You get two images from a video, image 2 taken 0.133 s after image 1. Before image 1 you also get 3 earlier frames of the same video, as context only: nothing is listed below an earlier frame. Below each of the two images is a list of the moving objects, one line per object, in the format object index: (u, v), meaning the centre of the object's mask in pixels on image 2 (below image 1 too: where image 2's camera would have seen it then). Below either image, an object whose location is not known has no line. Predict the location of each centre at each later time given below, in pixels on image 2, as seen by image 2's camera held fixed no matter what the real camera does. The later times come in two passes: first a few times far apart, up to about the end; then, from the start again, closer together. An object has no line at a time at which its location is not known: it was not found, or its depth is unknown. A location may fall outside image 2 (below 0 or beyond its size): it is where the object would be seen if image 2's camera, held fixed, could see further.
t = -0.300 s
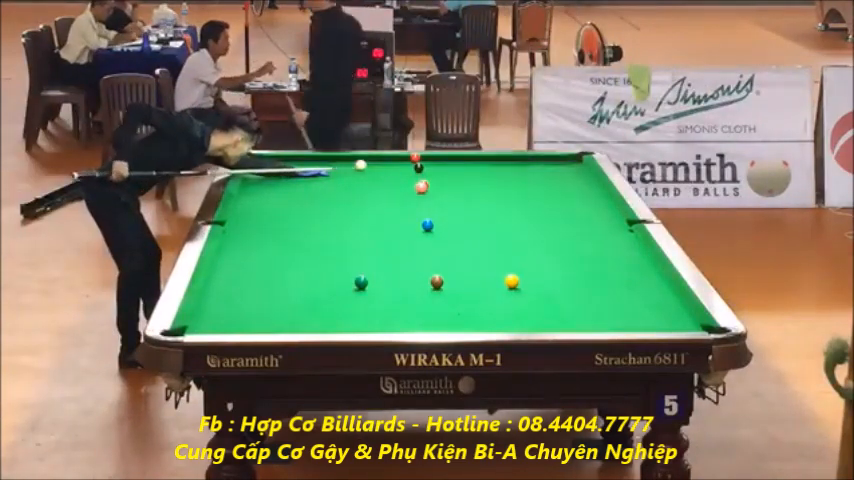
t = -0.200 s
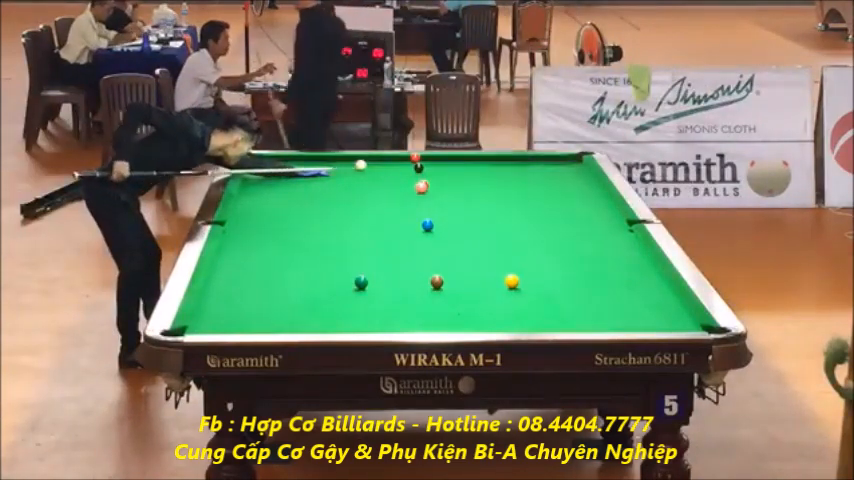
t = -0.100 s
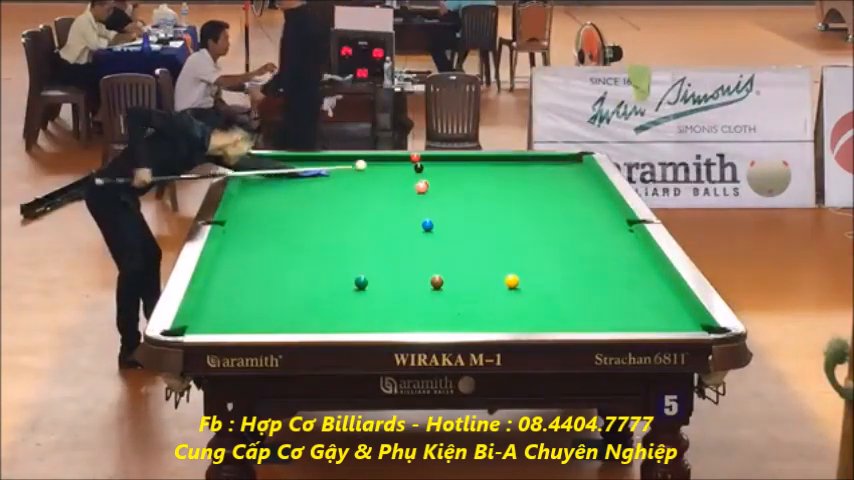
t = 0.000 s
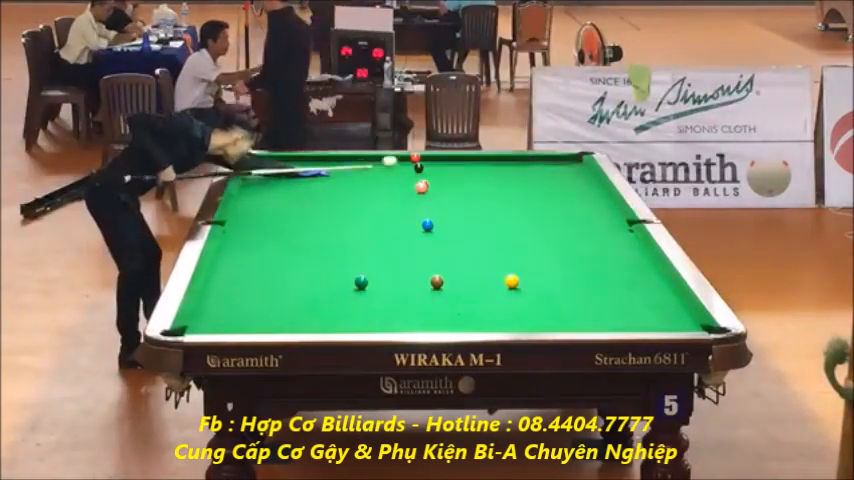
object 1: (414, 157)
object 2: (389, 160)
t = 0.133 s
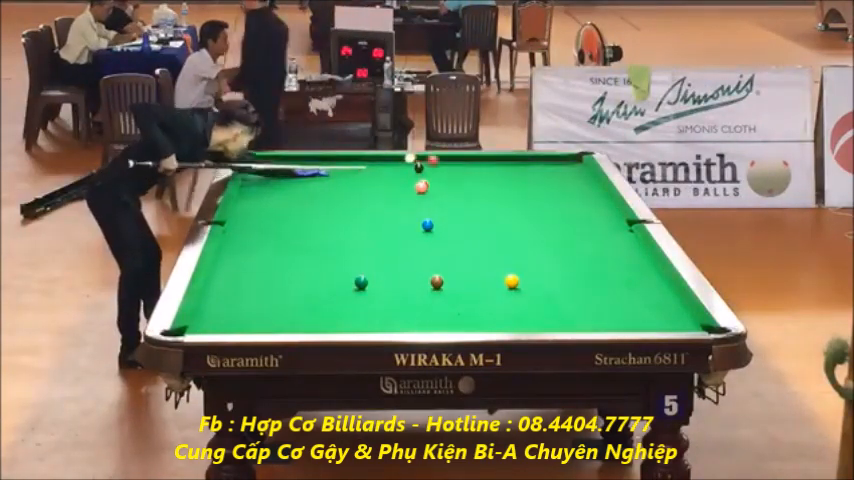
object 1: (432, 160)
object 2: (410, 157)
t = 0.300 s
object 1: (462, 165)
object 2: (413, 158)
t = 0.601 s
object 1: (510, 174)
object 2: (418, 157)
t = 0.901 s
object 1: (558, 184)
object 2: (421, 157)
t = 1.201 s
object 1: (594, 193)
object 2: (422, 157)
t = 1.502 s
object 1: (571, 202)
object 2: (422, 157)
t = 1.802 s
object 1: (548, 210)
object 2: (422, 157)
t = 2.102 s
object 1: (526, 220)
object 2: (422, 157)
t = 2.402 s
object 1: (502, 229)
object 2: (422, 157)
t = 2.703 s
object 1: (479, 238)
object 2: (422, 157)
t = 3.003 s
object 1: (457, 247)
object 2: (422, 157)
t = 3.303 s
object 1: (435, 256)
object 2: (422, 157)
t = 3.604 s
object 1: (412, 265)
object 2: (422, 157)
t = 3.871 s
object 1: (393, 273)
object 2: (422, 157)
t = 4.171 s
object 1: (374, 282)
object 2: (422, 157)
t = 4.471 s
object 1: (375, 288)
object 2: (422, 157)
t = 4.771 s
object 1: (375, 294)
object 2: (422, 157)
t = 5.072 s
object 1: (375, 300)
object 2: (422, 157)
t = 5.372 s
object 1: (376, 304)
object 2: (422, 157)
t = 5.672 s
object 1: (376, 308)
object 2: (422, 157)
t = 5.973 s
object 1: (375, 312)
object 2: (422, 157)
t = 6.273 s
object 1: (376, 314)
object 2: (422, 157)
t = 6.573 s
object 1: (376, 316)
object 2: (422, 157)
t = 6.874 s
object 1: (375, 317)
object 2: (422, 157)
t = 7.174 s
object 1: (375, 318)
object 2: (422, 157)
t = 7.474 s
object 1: (375, 318)
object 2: (422, 157)
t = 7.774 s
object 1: (375, 318)
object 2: (422, 157)
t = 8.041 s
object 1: (375, 318)
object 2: (422, 157)
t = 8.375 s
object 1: (375, 318)
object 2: (422, 157)
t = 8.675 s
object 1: (375, 319)
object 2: (422, 157)
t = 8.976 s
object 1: (375, 319)
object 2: (422, 157)
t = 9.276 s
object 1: (375, 319)
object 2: (422, 157)
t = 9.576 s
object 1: (375, 319)
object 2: (422, 157)
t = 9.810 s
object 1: (375, 319)
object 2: (422, 157)
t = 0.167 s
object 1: (438, 161)
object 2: (410, 158)
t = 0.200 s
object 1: (444, 162)
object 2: (411, 158)
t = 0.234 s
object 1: (451, 164)
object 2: (411, 157)
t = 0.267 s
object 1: (457, 164)
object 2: (412, 157)
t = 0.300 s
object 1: (462, 165)
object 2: (413, 158)
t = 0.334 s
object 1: (467, 166)
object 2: (413, 158)
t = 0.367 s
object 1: (473, 167)
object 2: (414, 158)
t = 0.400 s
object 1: (477, 169)
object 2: (415, 158)
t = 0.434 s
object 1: (483, 169)
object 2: (415, 158)
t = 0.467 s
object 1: (488, 170)
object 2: (416, 157)
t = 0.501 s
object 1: (494, 172)
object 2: (416, 158)
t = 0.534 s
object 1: (499, 173)
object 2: (417, 157)
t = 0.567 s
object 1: (504, 173)
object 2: (417, 157)
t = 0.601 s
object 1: (510, 174)
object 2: (418, 157)
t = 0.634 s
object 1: (515, 175)
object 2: (418, 157)
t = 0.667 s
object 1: (520, 176)
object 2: (419, 157)
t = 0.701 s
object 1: (526, 177)
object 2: (419, 157)
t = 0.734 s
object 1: (531, 179)
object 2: (419, 158)
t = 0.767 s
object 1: (536, 179)
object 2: (420, 157)
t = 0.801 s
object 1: (542, 180)
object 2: (420, 157)
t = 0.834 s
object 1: (547, 181)
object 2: (420, 157)
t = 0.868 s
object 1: (553, 182)
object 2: (421, 157)
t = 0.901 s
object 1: (558, 184)
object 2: (421, 157)
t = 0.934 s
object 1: (564, 185)
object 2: (421, 157)
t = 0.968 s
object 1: (569, 185)
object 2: (421, 157)
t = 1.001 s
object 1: (575, 186)
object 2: (421, 157)
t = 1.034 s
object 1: (580, 188)
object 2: (421, 157)
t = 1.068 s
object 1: (586, 188)
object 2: (421, 157)
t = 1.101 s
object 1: (591, 190)
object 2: (422, 157)
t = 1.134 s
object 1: (597, 191)
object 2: (422, 157)
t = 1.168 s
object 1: (597, 192)
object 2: (422, 157)
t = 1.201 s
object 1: (594, 193)
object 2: (422, 157)
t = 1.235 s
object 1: (591, 193)
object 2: (422, 157)
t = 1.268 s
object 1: (589, 194)
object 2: (422, 157)
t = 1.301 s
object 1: (586, 195)
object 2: (422, 157)
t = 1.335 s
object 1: (584, 197)
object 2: (422, 157)
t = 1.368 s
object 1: (581, 198)
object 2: (422, 157)
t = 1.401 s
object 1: (579, 199)
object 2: (422, 157)
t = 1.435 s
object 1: (576, 200)
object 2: (422, 157)
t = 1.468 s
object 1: (574, 201)
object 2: (422, 157)
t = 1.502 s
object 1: (571, 202)
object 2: (422, 157)
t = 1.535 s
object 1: (569, 202)
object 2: (422, 157)
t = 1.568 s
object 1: (566, 203)
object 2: (422, 157)
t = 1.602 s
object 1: (564, 204)
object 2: (422, 157)
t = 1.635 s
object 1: (561, 205)
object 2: (422, 157)
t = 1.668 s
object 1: (558, 206)
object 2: (422, 157)
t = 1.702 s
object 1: (556, 208)
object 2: (422, 157)
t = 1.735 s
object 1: (554, 208)
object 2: (422, 157)
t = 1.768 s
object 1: (551, 210)
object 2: (422, 157)
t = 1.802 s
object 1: (548, 210)
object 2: (422, 157)
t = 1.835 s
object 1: (546, 212)
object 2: (422, 157)
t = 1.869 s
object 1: (543, 213)
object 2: (422, 157)
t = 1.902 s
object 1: (541, 214)
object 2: (422, 157)
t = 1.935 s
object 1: (538, 215)
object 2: (422, 157)
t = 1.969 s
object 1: (536, 216)
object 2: (422, 157)
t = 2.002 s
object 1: (533, 217)
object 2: (422, 157)
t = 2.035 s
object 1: (531, 217)
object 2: (422, 157)
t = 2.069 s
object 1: (528, 219)
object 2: (422, 157)
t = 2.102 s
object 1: (526, 220)
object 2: (422, 157)
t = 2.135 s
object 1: (523, 221)
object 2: (422, 157)
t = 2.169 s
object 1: (520, 221)
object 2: (422, 157)
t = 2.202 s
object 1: (518, 223)
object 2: (422, 157)
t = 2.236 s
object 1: (515, 223)
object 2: (422, 157)
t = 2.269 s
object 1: (513, 225)
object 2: (422, 157)
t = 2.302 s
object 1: (510, 226)
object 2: (422, 157)
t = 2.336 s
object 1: (507, 227)
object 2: (422, 157)
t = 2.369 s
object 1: (505, 228)
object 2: (422, 157)
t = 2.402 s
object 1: (502, 229)
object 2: (422, 157)
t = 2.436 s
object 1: (500, 230)
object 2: (422, 157)
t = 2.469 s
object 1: (497, 231)
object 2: (422, 157)
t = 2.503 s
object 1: (495, 232)
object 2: (422, 157)
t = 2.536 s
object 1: (492, 233)
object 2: (422, 157)
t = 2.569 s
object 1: (489, 234)
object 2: (422, 157)
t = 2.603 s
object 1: (487, 235)
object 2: (422, 157)
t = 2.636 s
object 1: (484, 236)
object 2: (422, 157)
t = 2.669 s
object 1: (482, 237)
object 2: (422, 157)
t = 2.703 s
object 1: (479, 238)
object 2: (422, 157)
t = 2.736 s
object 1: (477, 239)
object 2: (422, 157)
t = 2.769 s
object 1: (474, 240)
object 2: (422, 157)
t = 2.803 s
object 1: (472, 241)
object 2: (422, 157)
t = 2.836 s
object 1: (469, 242)
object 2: (422, 157)
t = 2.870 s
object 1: (467, 243)
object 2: (422, 157)
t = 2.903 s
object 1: (464, 244)
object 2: (422, 157)
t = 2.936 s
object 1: (462, 245)
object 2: (422, 157)
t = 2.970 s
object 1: (459, 246)
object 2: (422, 157)
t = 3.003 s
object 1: (457, 247)
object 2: (422, 157)
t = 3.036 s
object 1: (454, 248)
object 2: (422, 157)
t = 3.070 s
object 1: (451, 249)
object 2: (422, 157)
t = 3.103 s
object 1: (449, 250)
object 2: (422, 157)
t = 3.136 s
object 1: (446, 251)
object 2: (422, 157)
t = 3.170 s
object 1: (444, 252)
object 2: (422, 157)
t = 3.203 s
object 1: (441, 253)
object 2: (422, 157)
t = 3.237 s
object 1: (439, 254)
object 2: (422, 157)
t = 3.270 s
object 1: (437, 255)
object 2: (422, 157)
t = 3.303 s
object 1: (435, 256)
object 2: (422, 157)
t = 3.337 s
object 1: (432, 257)
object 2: (422, 157)
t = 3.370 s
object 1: (429, 258)
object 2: (422, 157)
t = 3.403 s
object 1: (427, 259)
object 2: (422, 157)
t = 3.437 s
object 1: (424, 260)
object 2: (422, 157)
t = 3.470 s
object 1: (422, 261)
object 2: (422, 157)
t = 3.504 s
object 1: (420, 262)
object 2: (422, 157)
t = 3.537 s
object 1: (417, 263)
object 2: (422, 157)
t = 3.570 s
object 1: (415, 264)
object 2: (422, 157)
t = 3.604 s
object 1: (412, 265)
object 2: (422, 157)
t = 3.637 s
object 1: (410, 266)
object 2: (422, 157)
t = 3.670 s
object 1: (407, 267)
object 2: (422, 157)
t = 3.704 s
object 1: (405, 268)
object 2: (422, 157)
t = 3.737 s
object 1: (402, 269)
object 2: (422, 157)
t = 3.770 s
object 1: (400, 270)
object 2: (422, 157)
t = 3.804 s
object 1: (398, 271)
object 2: (422, 157)
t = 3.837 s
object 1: (395, 272)
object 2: (422, 157)
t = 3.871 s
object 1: (393, 273)
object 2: (422, 157)
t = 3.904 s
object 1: (390, 274)
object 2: (422, 157)
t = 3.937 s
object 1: (388, 275)
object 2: (422, 157)
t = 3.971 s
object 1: (386, 276)
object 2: (422, 157)
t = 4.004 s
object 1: (383, 277)
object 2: (422, 157)
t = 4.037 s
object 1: (381, 278)
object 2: (422, 157)
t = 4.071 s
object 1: (379, 279)
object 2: (422, 157)
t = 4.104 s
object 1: (376, 280)
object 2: (422, 157)
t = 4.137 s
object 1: (374, 281)
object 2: (422, 157)
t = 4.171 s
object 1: (374, 282)
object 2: (422, 157)
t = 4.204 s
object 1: (374, 283)
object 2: (422, 157)
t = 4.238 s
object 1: (374, 283)
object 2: (422, 157)
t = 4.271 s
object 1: (374, 284)
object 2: (422, 157)
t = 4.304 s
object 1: (375, 285)
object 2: (422, 157)
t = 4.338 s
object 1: (375, 285)
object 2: (422, 157)
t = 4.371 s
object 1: (375, 286)
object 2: (422, 157)
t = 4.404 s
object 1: (375, 287)
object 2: (422, 157)
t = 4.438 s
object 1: (375, 288)
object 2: (422, 157)
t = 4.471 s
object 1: (375, 288)
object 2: (422, 157)
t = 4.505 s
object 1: (375, 289)
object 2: (422, 157)
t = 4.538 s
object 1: (375, 290)
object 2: (422, 157)
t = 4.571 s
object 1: (375, 290)
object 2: (422, 157)
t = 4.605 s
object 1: (375, 291)
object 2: (422, 157)
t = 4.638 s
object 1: (375, 292)
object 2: (422, 157)
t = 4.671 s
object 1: (375, 292)
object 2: (422, 157)
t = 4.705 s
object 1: (375, 293)
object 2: (422, 157)
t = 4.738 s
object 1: (375, 293)
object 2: (422, 157)
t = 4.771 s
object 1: (375, 294)
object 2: (422, 157)
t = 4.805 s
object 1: (375, 295)
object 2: (422, 157)
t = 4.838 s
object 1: (375, 295)
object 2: (422, 157)
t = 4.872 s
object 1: (375, 296)
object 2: (422, 157)
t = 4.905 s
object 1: (375, 297)
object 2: (422, 157)
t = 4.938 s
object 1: (375, 297)
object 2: (422, 157)
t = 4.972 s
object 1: (375, 298)
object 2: (422, 157)
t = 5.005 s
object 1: (375, 298)
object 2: (422, 157)
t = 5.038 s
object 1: (375, 299)
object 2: (422, 157)
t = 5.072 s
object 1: (375, 300)
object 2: (422, 157)
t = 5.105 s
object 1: (375, 300)
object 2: (422, 157)
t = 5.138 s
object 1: (375, 301)
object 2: (422, 157)
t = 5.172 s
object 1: (375, 301)
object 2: (422, 157)
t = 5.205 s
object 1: (376, 302)
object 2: (422, 157)
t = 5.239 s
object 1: (375, 302)
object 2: (422, 157)
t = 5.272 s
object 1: (376, 303)
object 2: (422, 157)
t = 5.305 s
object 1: (376, 303)
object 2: (422, 157)
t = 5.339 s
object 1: (375, 304)
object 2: (422, 157)
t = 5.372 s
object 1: (376, 304)
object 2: (422, 157)
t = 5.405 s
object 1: (376, 305)
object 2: (422, 157)
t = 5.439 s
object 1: (376, 305)
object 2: (422, 157)
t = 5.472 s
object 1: (376, 306)
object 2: (422, 157)
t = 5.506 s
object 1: (376, 306)
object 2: (422, 157)
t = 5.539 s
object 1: (376, 307)
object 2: (422, 157)
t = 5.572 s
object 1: (376, 307)
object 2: (422, 157)
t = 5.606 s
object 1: (376, 308)
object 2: (422, 157)
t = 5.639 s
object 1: (376, 308)
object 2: (422, 157)
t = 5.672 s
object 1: (376, 308)
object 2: (422, 157)
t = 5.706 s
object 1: (376, 309)
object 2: (422, 157)
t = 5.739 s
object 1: (376, 309)
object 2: (422, 157)
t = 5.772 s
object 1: (376, 310)
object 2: (422, 157)
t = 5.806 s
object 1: (376, 310)
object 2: (422, 157)
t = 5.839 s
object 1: (376, 310)
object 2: (422, 157)
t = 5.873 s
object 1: (375, 311)
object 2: (422, 157)
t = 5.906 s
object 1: (375, 311)
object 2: (422, 157)
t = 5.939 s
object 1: (375, 311)
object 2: (422, 157)
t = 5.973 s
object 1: (375, 312)
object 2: (422, 157)
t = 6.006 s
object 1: (376, 312)
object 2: (422, 157)
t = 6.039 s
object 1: (376, 312)
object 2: (422, 157)
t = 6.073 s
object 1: (376, 313)
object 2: (422, 157)
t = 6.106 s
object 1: (375, 313)
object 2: (422, 157)
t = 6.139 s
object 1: (376, 313)
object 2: (422, 157)
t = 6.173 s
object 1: (376, 313)
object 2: (422, 157)
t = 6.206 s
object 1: (376, 314)
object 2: (422, 157)
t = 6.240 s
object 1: (376, 314)
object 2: (422, 157)
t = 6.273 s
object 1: (376, 314)
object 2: (422, 157)
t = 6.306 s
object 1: (376, 314)
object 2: (422, 157)
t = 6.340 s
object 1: (376, 314)
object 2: (422, 157)
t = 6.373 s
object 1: (376, 315)
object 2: (422, 157)
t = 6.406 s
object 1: (376, 315)
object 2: (422, 157)
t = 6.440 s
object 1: (376, 315)
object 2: (422, 157)
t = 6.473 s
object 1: (376, 315)
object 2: (422, 157)
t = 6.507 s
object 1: (376, 316)
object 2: (422, 157)
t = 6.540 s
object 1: (376, 316)
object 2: (422, 157)
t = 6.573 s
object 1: (376, 316)
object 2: (422, 157)
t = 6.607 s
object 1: (376, 316)
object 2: (422, 157)
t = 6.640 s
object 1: (376, 317)
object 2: (422, 157)
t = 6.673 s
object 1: (376, 317)
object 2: (422, 157)
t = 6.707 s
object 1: (376, 317)
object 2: (422, 157)
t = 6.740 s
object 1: (376, 317)
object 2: (422, 157)
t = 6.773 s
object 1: (376, 317)
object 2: (422, 157)
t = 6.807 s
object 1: (375, 317)
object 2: (422, 157)
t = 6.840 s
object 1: (376, 317)
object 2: (422, 157)
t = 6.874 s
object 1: (375, 317)
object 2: (422, 157)
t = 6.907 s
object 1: (375, 318)
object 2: (422, 157)
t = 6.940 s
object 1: (375, 318)
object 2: (422, 157)
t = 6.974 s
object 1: (375, 318)
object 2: (422, 157)
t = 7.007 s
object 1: (375, 318)
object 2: (422, 157)
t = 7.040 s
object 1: (375, 318)
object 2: (422, 157)
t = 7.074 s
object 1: (375, 318)
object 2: (422, 157)
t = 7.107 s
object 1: (375, 318)
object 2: (422, 157)
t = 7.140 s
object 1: (375, 318)
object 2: (422, 157)
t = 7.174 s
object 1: (375, 318)
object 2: (422, 157)
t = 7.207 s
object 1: (375, 318)
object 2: (422, 157)
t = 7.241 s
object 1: (375, 318)
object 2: (422, 157)
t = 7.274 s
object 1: (375, 318)
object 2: (422, 157)
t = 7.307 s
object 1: (375, 318)
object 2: (422, 157)
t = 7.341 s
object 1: (375, 318)
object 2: (422, 157)
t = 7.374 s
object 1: (375, 318)
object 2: (422, 157)
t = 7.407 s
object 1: (375, 318)
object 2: (422, 157)
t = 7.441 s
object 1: (375, 318)
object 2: (422, 157)
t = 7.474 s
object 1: (375, 318)
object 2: (422, 157)
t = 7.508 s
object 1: (375, 318)
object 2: (422, 157)
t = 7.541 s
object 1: (375, 318)
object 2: (422, 157)
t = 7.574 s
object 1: (375, 318)
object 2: (422, 157)
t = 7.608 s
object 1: (375, 318)
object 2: (422, 157)
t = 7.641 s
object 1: (375, 318)
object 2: (422, 157)
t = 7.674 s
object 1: (375, 318)
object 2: (422, 157)
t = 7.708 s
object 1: (375, 318)
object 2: (422, 157)
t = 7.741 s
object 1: (375, 318)
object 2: (422, 157)
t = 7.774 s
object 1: (375, 318)
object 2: (422, 157)
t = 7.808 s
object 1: (375, 318)
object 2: (422, 157)
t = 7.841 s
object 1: (375, 318)
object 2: (422, 157)
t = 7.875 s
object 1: (375, 318)
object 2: (422, 157)
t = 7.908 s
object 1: (375, 318)
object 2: (422, 157)
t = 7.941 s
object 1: (375, 318)
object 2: (422, 157)
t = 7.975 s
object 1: (375, 318)
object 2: (422, 157)
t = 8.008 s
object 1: (375, 318)
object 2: (422, 157)
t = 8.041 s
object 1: (375, 318)
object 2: (422, 157)
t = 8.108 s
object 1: (375, 318)
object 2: (422, 157)
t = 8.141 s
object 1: (375, 318)
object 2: (422, 157)
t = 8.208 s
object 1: (375, 318)
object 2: (422, 157)
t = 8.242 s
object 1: (375, 318)
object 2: (422, 157)
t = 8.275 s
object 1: (375, 318)
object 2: (422, 157)
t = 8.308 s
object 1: (375, 318)
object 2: (422, 157)
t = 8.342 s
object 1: (375, 318)
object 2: (422, 157)
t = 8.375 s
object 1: (375, 318)
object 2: (422, 157)
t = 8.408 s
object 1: (375, 318)
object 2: (422, 157)
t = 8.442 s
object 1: (375, 318)
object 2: (422, 157)
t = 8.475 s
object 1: (375, 318)
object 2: (422, 157)
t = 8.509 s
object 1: (375, 318)
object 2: (422, 157)
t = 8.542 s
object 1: (375, 318)
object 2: (422, 157)
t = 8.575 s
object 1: (375, 319)
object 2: (422, 157)
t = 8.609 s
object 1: (375, 319)
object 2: (422, 157)
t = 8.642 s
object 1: (375, 319)
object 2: (422, 157)
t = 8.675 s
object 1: (375, 319)
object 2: (422, 157)
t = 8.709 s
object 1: (375, 319)
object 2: (422, 157)
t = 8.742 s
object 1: (375, 319)
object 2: (422, 157)
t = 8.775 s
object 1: (375, 319)
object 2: (422, 157)
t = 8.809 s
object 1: (375, 319)
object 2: (422, 157)
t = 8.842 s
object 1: (375, 319)
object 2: (422, 157)
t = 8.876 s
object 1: (375, 319)
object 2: (422, 157)
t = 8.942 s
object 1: (375, 319)
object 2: (422, 157)
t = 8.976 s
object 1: (375, 319)
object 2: (422, 157)
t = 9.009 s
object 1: (375, 319)
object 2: (422, 157)
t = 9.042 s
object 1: (375, 319)
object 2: (422, 157)
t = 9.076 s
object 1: (375, 319)
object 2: (422, 157)
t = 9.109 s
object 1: (375, 319)
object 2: (422, 157)
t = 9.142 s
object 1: (375, 319)
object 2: (422, 157)
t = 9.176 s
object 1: (375, 319)
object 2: (422, 157)
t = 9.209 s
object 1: (375, 319)
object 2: (422, 157)
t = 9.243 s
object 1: (375, 319)
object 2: (422, 157)
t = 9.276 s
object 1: (375, 319)
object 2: (422, 157)
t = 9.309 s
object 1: (375, 319)
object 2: (422, 157)
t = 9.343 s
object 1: (375, 319)
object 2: (422, 157)
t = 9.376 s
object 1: (375, 319)
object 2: (422, 157)
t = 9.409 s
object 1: (375, 319)
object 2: (422, 157)
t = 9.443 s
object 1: (375, 319)
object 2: (422, 157)
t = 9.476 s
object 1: (375, 319)
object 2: (422, 157)
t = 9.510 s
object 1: (375, 319)
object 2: (422, 157)
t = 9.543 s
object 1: (375, 319)
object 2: (422, 157)
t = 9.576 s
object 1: (375, 319)
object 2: (422, 157)
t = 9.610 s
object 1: (375, 319)
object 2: (422, 157)
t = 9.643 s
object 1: (375, 319)
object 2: (422, 157)
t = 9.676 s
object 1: (375, 319)
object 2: (422, 157)
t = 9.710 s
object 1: (375, 319)
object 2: (422, 157)
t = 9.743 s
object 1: (375, 319)
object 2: (422, 157)
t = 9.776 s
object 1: (375, 319)
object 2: (422, 157)
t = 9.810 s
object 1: (375, 319)
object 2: (422, 157)
